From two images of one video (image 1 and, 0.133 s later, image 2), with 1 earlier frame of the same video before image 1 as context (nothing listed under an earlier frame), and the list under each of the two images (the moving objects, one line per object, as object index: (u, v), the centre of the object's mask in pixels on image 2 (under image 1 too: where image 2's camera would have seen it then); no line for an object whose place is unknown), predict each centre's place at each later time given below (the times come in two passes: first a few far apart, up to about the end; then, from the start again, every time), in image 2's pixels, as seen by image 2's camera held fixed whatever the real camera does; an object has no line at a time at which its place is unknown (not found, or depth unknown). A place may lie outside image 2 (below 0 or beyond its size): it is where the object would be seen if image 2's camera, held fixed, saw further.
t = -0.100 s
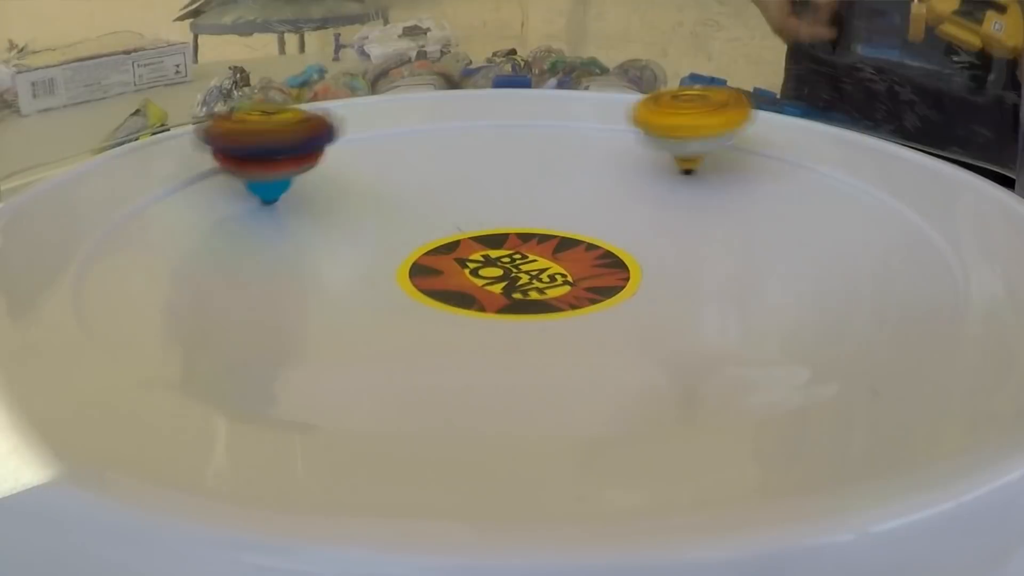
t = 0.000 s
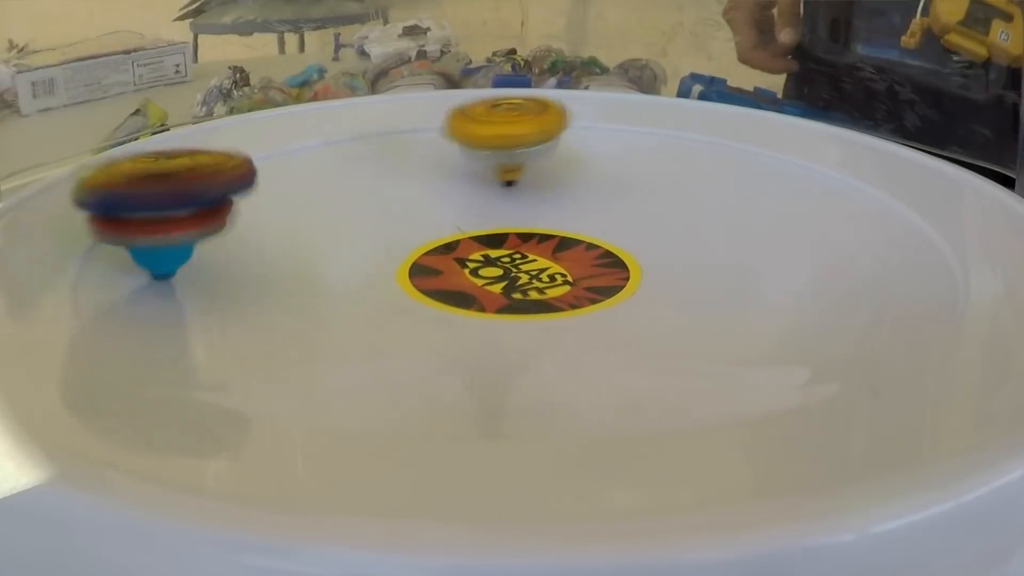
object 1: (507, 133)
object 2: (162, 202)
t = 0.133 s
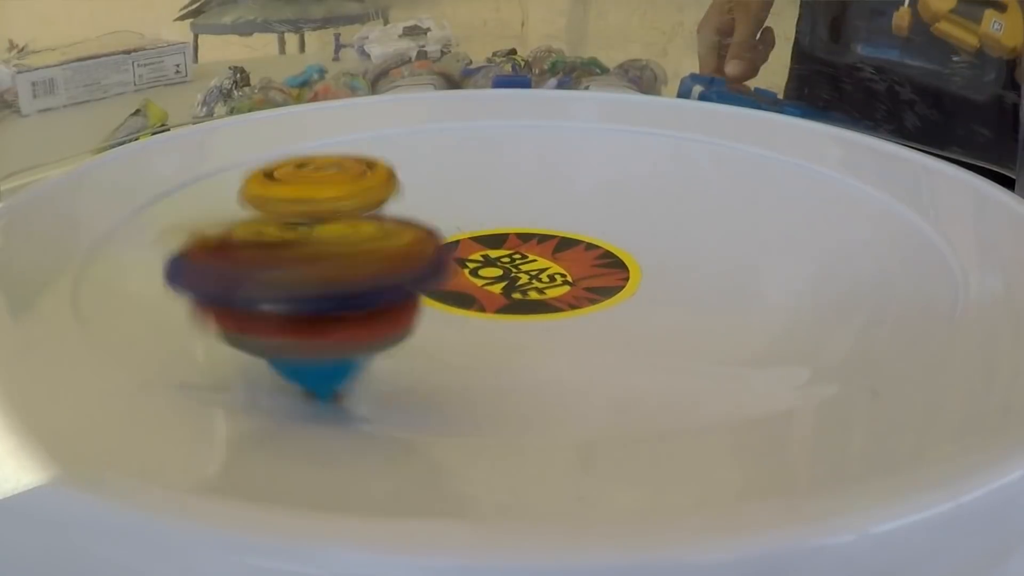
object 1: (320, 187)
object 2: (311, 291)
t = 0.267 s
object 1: (409, 284)
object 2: (759, 276)
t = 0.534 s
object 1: (811, 197)
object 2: (671, 143)
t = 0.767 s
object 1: (487, 151)
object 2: (330, 126)
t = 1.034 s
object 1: (325, 228)
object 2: (90, 215)
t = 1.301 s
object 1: (738, 214)
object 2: (502, 267)
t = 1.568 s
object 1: (640, 89)
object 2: (355, 194)
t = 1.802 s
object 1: (581, 107)
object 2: (43, 191)
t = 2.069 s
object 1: (609, 213)
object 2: (311, 231)
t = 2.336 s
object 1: (661, 288)
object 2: (570, 174)
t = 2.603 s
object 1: (645, 291)
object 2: (641, 130)
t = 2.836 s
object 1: (417, 232)
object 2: (595, 163)
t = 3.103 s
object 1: (292, 149)
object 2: (570, 237)
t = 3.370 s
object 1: (297, 143)
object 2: (537, 273)
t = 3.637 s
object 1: (548, 165)
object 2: (499, 243)
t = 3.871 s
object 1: (725, 155)
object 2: (427, 190)
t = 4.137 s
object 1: (702, 177)
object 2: (392, 157)
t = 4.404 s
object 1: (560, 253)
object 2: (473, 179)
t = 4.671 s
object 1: (418, 284)
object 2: (622, 199)
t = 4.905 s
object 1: (416, 245)
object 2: (673, 202)
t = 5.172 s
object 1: (376, 173)
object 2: (554, 214)
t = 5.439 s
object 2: (397, 223)
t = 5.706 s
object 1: (551, 168)
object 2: (385, 224)
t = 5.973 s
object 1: (677, 170)
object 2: (485, 202)
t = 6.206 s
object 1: (696, 196)
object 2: (508, 182)
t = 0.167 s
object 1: (298, 207)
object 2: (425, 300)
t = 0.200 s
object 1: (313, 246)
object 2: (564, 300)
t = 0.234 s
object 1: (343, 264)
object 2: (672, 291)
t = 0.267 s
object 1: (409, 284)
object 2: (759, 276)
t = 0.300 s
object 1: (511, 291)
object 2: (806, 259)
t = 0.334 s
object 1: (633, 294)
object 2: (833, 239)
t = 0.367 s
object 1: (745, 281)
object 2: (839, 203)
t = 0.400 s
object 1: (810, 264)
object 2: (818, 180)
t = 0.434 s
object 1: (850, 245)
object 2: (791, 170)
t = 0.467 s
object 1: (852, 228)
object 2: (751, 162)
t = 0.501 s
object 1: (838, 211)
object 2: (718, 156)
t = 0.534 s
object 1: (811, 197)
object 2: (671, 143)
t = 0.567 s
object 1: (771, 184)
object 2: (627, 135)
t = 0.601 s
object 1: (732, 174)
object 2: (575, 127)
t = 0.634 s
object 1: (683, 165)
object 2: (525, 122)
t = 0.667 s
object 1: (638, 161)
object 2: (475, 121)
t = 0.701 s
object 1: (586, 156)
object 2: (423, 120)
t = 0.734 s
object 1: (539, 153)
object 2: (377, 122)
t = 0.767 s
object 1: (487, 151)
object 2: (330, 126)
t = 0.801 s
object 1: (436, 151)
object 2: (292, 133)
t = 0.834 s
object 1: (393, 152)
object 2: (251, 142)
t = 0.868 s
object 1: (367, 159)
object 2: (192, 146)
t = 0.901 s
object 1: (340, 170)
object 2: (142, 153)
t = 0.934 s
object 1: (315, 182)
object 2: (126, 171)
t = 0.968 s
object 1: (293, 196)
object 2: (118, 188)
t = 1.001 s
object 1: (298, 213)
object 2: (99, 205)
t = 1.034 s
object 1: (325, 228)
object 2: (90, 215)
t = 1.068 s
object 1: (363, 244)
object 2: (120, 239)
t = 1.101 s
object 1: (416, 254)
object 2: (163, 257)
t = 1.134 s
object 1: (484, 260)
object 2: (215, 271)
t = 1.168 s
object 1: (558, 259)
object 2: (276, 277)
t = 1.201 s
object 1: (623, 255)
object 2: (341, 282)
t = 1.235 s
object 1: (674, 243)
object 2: (401, 280)
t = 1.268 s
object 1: (710, 229)
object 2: (455, 275)
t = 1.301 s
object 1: (738, 214)
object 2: (502, 267)
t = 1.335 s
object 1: (743, 199)
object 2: (532, 257)
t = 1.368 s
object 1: (735, 184)
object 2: (548, 245)
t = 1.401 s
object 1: (715, 169)
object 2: (551, 232)
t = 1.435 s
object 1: (689, 158)
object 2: (550, 215)
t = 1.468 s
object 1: (659, 148)
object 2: (546, 201)
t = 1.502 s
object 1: (623, 138)
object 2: (537, 189)
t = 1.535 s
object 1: (611, 121)
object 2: (476, 188)
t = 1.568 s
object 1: (640, 89)
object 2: (355, 194)
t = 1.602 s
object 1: (654, 65)
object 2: (246, 194)
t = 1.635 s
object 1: (652, 54)
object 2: (154, 188)
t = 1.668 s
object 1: (638, 70)
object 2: (86, 174)
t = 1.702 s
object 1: (621, 73)
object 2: (53, 179)
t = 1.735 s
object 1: (608, 82)
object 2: (37, 176)
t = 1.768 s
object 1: (592, 97)
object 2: (37, 180)
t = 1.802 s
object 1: (581, 107)
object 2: (43, 191)
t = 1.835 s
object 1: (573, 119)
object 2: (52, 196)
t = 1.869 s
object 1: (571, 133)
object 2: (67, 197)
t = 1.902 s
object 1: (572, 148)
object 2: (85, 199)
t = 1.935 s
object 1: (576, 163)
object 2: (115, 213)
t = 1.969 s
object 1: (581, 177)
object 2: (156, 219)
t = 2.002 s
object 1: (591, 190)
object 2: (205, 225)
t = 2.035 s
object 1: (600, 202)
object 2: (254, 230)
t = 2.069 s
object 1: (609, 213)
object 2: (311, 231)
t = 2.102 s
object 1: (617, 225)
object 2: (360, 225)
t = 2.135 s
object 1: (621, 238)
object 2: (402, 219)
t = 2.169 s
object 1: (628, 248)
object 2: (436, 212)
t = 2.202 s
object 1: (631, 258)
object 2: (468, 206)
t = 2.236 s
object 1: (638, 268)
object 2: (497, 199)
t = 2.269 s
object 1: (645, 276)
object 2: (527, 193)
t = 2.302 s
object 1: (653, 282)
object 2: (551, 184)
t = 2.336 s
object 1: (661, 288)
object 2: (570, 174)
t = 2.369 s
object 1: (671, 295)
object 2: (584, 166)
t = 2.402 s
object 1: (680, 300)
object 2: (598, 159)
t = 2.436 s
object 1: (689, 301)
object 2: (611, 154)
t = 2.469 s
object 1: (702, 303)
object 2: (625, 147)
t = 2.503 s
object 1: (703, 302)
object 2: (634, 140)
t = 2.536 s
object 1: (693, 296)
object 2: (638, 134)
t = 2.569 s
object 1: (673, 296)
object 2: (639, 131)
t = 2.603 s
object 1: (645, 291)
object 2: (641, 130)
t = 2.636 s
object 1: (613, 284)
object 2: (643, 130)
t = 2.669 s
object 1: (576, 278)
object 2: (638, 129)
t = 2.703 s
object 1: (543, 269)
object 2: (631, 131)
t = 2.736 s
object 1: (509, 261)
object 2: (619, 137)
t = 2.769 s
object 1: (473, 251)
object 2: (609, 145)
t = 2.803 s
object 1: (442, 241)
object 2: (603, 154)
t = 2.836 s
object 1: (417, 232)
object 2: (595, 163)
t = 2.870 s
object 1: (395, 223)
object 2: (587, 172)
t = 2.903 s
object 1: (375, 210)
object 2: (582, 182)
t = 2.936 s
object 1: (358, 201)
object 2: (579, 193)
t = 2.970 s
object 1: (338, 188)
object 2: (578, 201)
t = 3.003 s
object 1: (324, 178)
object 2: (575, 211)
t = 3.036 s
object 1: (312, 169)
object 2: (571, 220)
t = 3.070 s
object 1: (303, 158)
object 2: (568, 230)
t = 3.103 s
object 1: (292, 149)
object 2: (570, 237)
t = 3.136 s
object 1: (279, 140)
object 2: (566, 243)
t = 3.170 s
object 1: (272, 134)
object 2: (559, 251)
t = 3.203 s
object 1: (267, 128)
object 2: (553, 257)
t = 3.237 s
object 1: (263, 126)
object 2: (552, 262)
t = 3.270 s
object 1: (259, 126)
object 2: (547, 266)
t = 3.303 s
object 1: (263, 130)
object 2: (542, 270)
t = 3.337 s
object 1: (277, 137)
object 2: (538, 272)
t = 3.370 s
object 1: (297, 143)
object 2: (537, 273)
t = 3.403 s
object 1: (321, 149)
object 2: (532, 272)
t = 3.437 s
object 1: (348, 156)
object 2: (532, 272)
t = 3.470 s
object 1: (383, 163)
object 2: (530, 270)
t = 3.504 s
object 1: (420, 165)
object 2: (528, 266)
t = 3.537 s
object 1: (454, 164)
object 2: (522, 261)
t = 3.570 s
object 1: (481, 164)
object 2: (516, 257)
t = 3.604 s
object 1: (514, 165)
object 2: (512, 251)
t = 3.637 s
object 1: (548, 165)
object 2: (499, 243)
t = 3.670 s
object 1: (582, 163)
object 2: (489, 235)
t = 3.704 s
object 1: (605, 166)
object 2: (480, 231)
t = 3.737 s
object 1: (635, 165)
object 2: (469, 223)
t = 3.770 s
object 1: (664, 163)
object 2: (456, 212)
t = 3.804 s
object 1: (687, 159)
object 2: (446, 207)
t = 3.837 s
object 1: (704, 157)
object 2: (439, 198)
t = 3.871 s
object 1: (725, 155)
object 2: (427, 190)
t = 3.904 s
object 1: (743, 151)
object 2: (419, 186)
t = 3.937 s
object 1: (749, 149)
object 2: (414, 178)
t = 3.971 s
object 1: (750, 150)
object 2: (406, 172)
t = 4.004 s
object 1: (750, 152)
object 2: (401, 169)
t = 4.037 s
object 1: (744, 154)
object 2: (399, 164)
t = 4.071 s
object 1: (730, 160)
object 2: (395, 160)
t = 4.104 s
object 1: (718, 168)
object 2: (392, 160)
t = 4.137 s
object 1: (702, 177)
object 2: (392, 157)
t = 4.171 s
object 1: (683, 187)
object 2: (392, 158)
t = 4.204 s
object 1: (663, 199)
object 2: (398, 164)
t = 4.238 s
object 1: (650, 209)
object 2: (406, 165)
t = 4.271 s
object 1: (636, 218)
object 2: (413, 168)
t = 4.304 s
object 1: (617, 228)
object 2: (426, 174)
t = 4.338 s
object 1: (601, 237)
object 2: (441, 175)
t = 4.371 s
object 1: (584, 244)
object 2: (454, 180)
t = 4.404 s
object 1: (560, 253)
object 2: (473, 179)
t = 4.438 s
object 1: (535, 260)
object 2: (489, 176)
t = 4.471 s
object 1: (517, 267)
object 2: (508, 181)
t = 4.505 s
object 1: (498, 272)
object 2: (532, 179)
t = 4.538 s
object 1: (470, 275)
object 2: (549, 185)
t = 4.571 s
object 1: (451, 280)
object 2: (572, 195)
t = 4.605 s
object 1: (439, 281)
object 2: (589, 195)
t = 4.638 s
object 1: (425, 284)
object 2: (603, 199)
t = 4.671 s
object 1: (418, 284)
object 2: (622, 199)
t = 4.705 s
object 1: (422, 282)
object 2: (634, 200)
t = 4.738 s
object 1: (418, 278)
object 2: (648, 203)
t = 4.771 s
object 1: (420, 275)
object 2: (660, 201)
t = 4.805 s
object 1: (425, 269)
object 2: (667, 203)
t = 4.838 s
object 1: (418, 261)
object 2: (675, 202)
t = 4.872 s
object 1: (416, 254)
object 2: (674, 203)
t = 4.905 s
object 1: (416, 245)
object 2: (673, 202)
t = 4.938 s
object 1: (403, 233)
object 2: (663, 201)
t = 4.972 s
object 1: (400, 228)
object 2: (650, 203)
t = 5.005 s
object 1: (398, 218)
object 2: (639, 204)
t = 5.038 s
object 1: (389, 207)
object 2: (627, 206)
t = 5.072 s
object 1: (388, 200)
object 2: (612, 209)
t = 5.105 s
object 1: (382, 188)
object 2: (591, 209)
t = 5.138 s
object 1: (377, 181)
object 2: (571, 214)
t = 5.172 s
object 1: (376, 173)
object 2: (554, 214)
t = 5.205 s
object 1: (372, 165)
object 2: (532, 216)
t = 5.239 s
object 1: (370, 158)
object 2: (514, 218)
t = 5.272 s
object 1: (372, 152)
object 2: (492, 219)
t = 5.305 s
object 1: (365, 147)
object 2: (474, 220)
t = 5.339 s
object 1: (369, 144)
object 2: (452, 219)
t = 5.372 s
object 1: (372, 142)
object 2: (433, 221)
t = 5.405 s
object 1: (374, 140)
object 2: (416, 220)
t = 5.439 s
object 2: (397, 223)
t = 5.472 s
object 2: (384, 222)
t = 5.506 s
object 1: (411, 150)
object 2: (370, 224)
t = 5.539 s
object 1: (437, 151)
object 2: (364, 222)
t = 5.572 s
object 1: (455, 160)
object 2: (358, 222)
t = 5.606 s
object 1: (480, 164)
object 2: (361, 223)
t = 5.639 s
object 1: (500, 166)
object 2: (365, 224)
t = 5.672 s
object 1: (525, 169)
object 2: (377, 226)
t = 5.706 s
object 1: (551, 168)
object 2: (385, 224)
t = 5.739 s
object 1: (570, 170)
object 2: (398, 223)
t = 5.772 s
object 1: (594, 171)
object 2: (407, 219)
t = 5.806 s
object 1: (611, 169)
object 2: (422, 220)
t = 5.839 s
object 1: (631, 169)
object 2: (432, 216)
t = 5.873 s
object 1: (648, 170)
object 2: (446, 215)
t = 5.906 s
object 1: (662, 171)
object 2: (457, 210)
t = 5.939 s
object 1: (676, 170)
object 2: (474, 209)
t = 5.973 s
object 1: (677, 170)
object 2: (485, 202)
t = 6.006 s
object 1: (683, 172)
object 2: (499, 201)
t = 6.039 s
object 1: (679, 175)
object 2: (508, 195)
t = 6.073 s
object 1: (677, 180)
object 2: (521, 194)
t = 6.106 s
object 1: (685, 182)
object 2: (515, 189)
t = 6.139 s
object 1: (690, 188)
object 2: (515, 188)
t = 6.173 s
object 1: (697, 191)
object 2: (510, 183)
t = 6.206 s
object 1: (696, 196)
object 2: (508, 182)
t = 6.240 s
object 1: (701, 201)
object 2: (501, 179)
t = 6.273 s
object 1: (695, 207)
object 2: (495, 178)
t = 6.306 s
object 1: (694, 212)
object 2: (489, 177)
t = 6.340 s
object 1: (683, 217)
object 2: (484, 176)
